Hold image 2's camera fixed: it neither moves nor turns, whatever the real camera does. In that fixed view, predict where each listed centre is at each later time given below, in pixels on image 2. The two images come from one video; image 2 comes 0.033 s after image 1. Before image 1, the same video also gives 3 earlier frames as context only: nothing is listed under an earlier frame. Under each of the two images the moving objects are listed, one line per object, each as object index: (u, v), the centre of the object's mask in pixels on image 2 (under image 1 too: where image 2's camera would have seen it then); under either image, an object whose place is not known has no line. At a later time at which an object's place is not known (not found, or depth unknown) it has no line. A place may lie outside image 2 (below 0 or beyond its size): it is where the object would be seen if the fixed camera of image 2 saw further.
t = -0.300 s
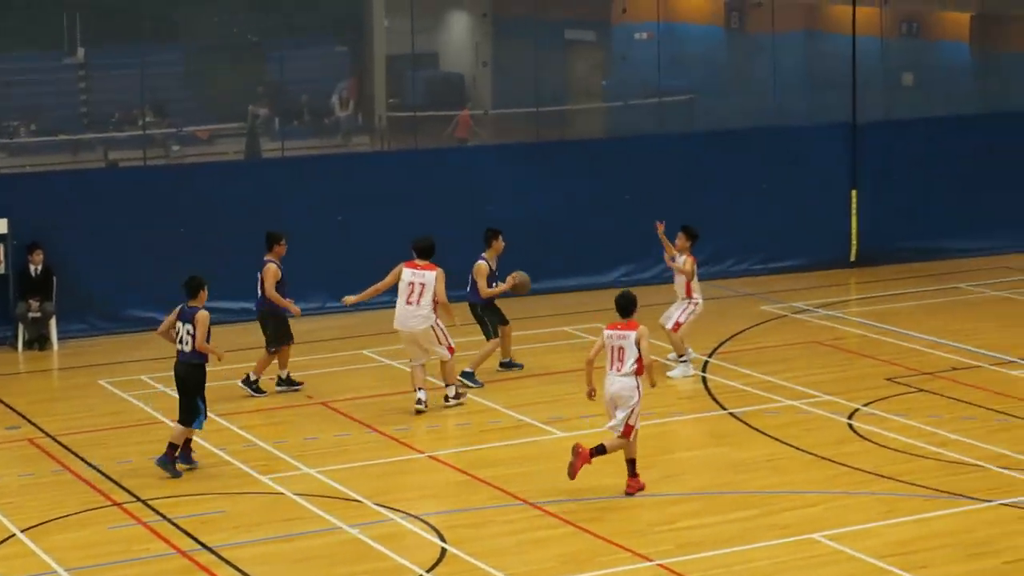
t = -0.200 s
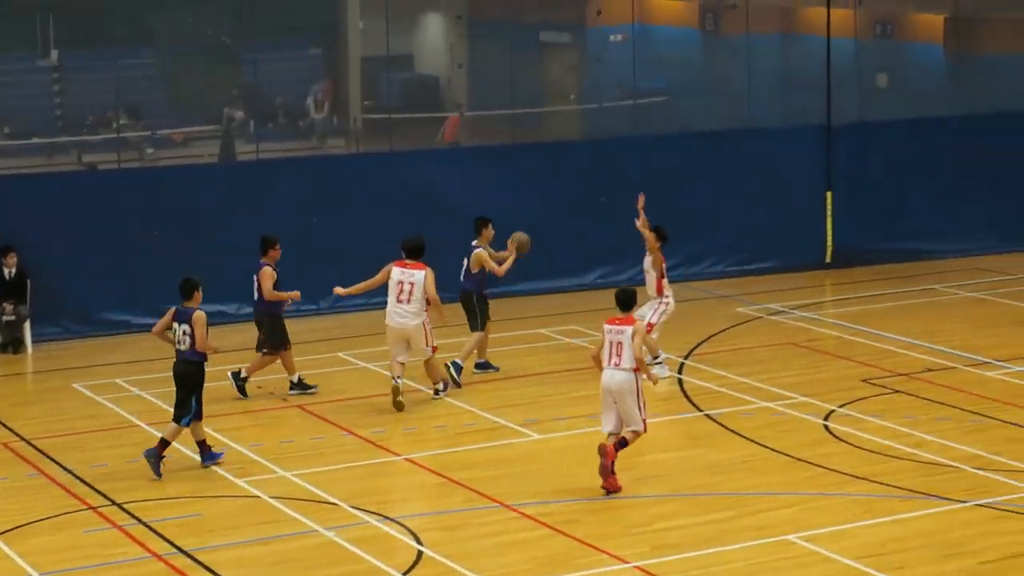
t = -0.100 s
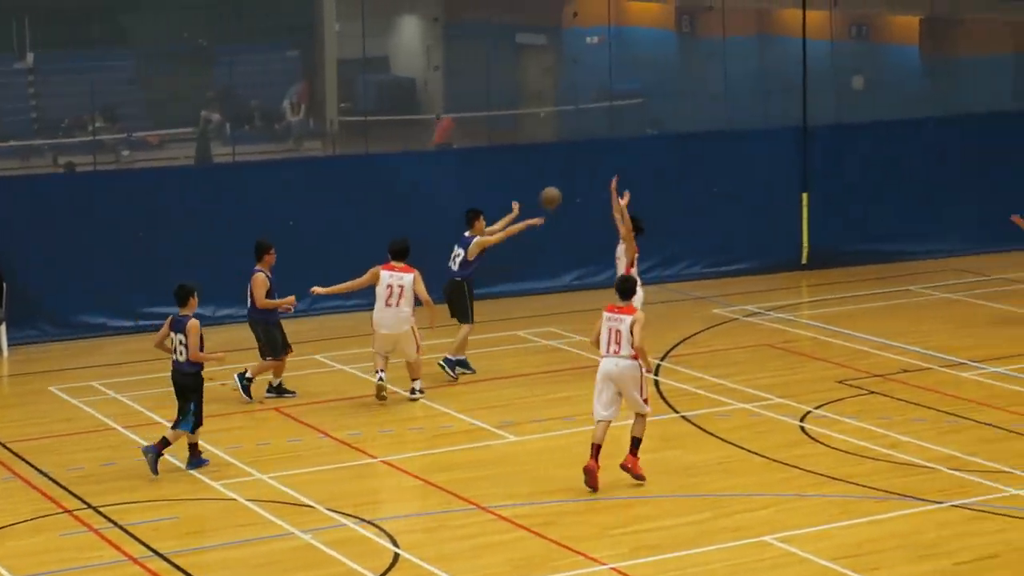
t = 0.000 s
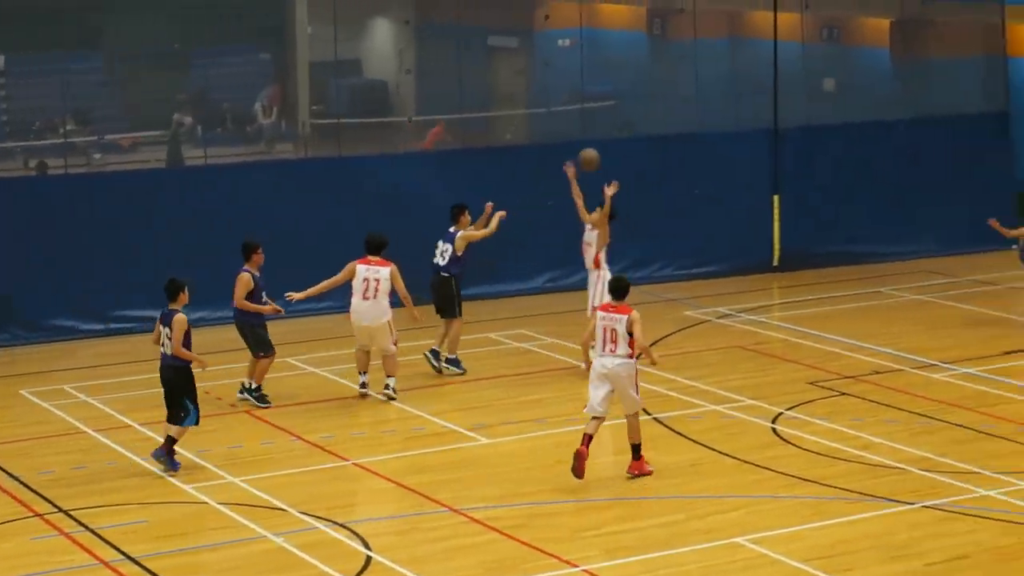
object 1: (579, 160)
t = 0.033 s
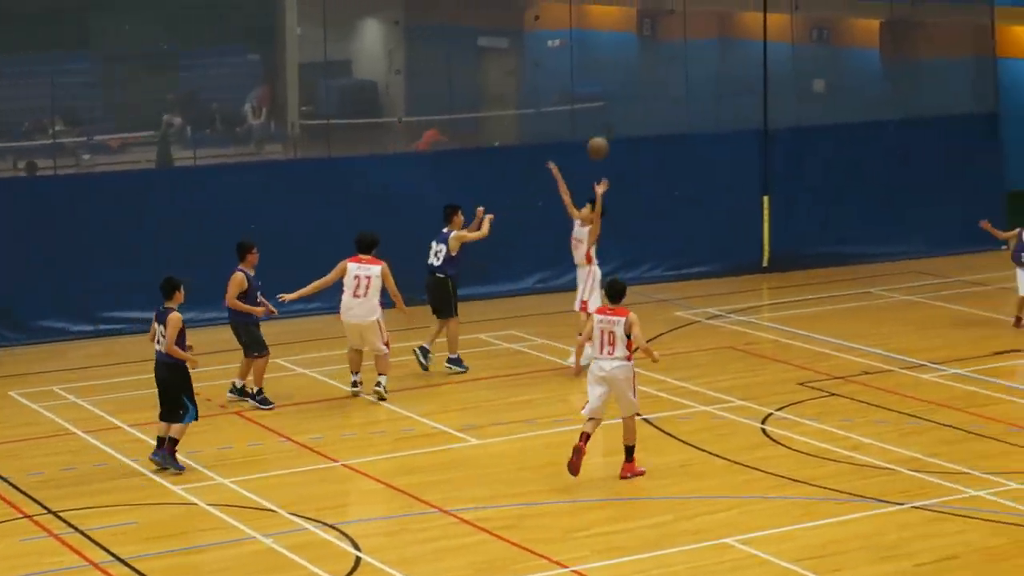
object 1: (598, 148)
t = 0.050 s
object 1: (606, 143)
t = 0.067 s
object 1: (616, 138)
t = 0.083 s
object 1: (625, 133)
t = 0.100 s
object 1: (633, 127)
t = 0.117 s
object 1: (643, 122)
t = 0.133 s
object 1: (651, 118)
